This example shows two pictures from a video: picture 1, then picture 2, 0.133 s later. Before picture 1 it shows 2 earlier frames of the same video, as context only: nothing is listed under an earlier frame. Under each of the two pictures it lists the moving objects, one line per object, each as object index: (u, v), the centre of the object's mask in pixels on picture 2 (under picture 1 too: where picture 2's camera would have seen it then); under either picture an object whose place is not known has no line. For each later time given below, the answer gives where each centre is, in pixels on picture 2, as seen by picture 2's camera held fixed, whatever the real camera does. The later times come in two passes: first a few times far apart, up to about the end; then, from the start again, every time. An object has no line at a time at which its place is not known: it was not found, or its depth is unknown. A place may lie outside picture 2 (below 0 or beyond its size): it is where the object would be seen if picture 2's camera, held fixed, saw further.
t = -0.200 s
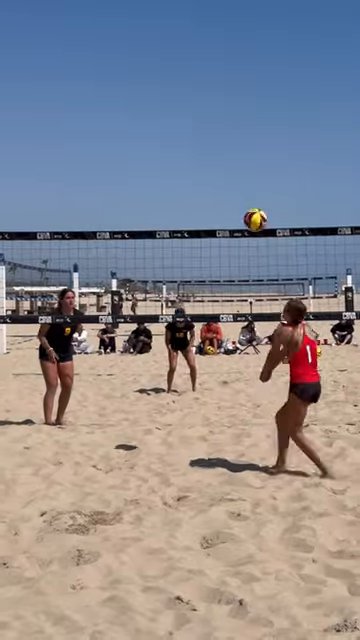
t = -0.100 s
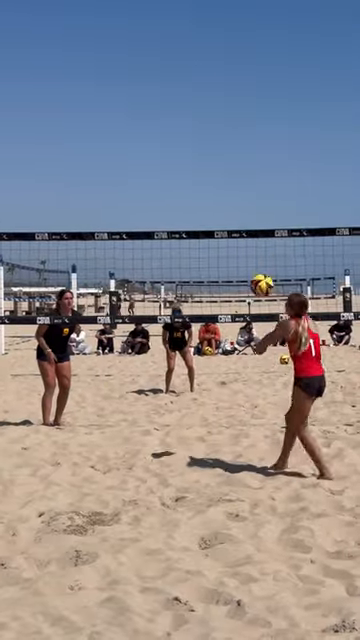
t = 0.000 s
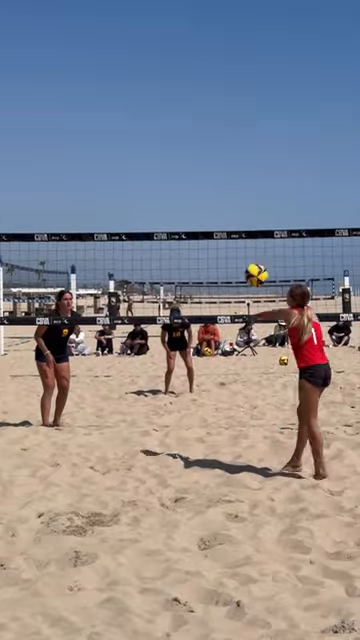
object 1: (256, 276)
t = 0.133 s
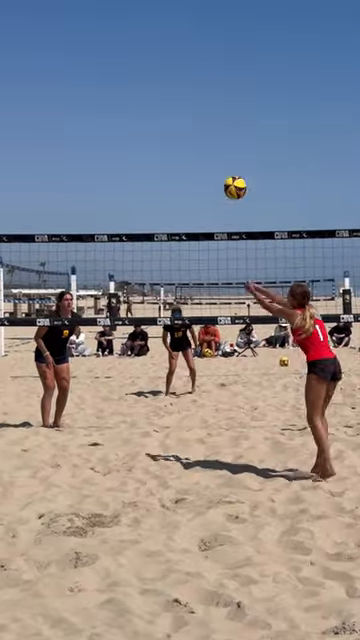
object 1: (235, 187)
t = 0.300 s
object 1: (208, 106)
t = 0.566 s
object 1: (169, 41)
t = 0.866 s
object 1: (126, 56)
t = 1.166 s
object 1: (85, 155)
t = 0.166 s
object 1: (229, 169)
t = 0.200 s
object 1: (224, 151)
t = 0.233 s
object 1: (219, 135)
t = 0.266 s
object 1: (213, 120)
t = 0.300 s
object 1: (208, 106)
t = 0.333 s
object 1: (203, 93)
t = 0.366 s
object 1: (198, 82)
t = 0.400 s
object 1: (194, 72)
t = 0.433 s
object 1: (189, 65)
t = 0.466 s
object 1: (184, 57)
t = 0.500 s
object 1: (179, 50)
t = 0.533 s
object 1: (173, 45)
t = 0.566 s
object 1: (169, 41)
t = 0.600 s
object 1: (164, 38)
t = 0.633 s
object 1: (159, 37)
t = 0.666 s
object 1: (154, 36)
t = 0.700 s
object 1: (149, 36)
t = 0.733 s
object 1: (145, 38)
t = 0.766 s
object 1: (139, 41)
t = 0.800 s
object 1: (135, 44)
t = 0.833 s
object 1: (130, 49)
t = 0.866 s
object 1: (126, 56)
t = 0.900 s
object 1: (121, 64)
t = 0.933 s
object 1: (117, 72)
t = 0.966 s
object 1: (112, 81)
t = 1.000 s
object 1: (108, 90)
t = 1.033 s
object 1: (103, 101)
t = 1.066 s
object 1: (99, 113)
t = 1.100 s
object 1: (94, 126)
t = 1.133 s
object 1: (90, 140)
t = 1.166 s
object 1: (85, 155)
